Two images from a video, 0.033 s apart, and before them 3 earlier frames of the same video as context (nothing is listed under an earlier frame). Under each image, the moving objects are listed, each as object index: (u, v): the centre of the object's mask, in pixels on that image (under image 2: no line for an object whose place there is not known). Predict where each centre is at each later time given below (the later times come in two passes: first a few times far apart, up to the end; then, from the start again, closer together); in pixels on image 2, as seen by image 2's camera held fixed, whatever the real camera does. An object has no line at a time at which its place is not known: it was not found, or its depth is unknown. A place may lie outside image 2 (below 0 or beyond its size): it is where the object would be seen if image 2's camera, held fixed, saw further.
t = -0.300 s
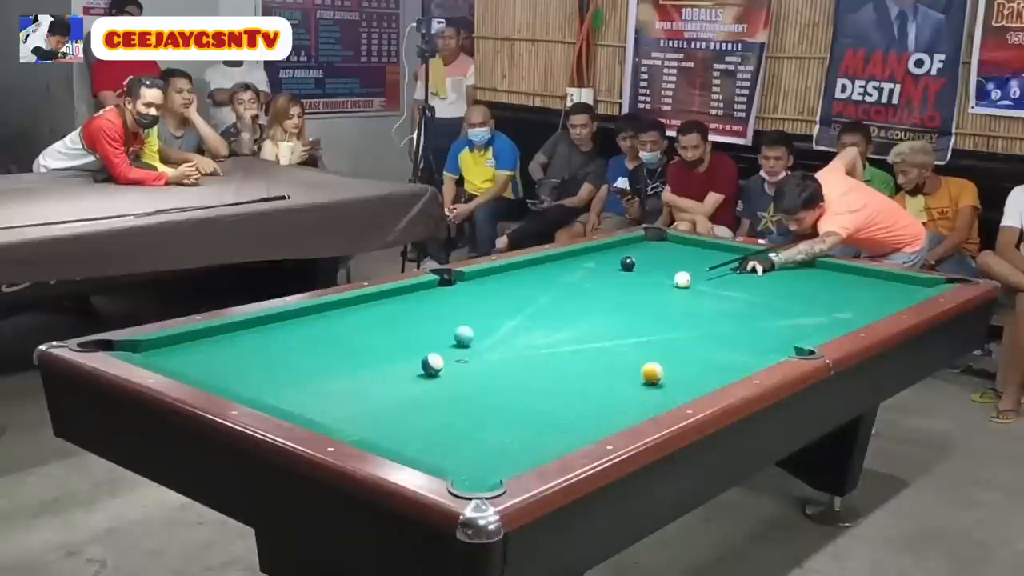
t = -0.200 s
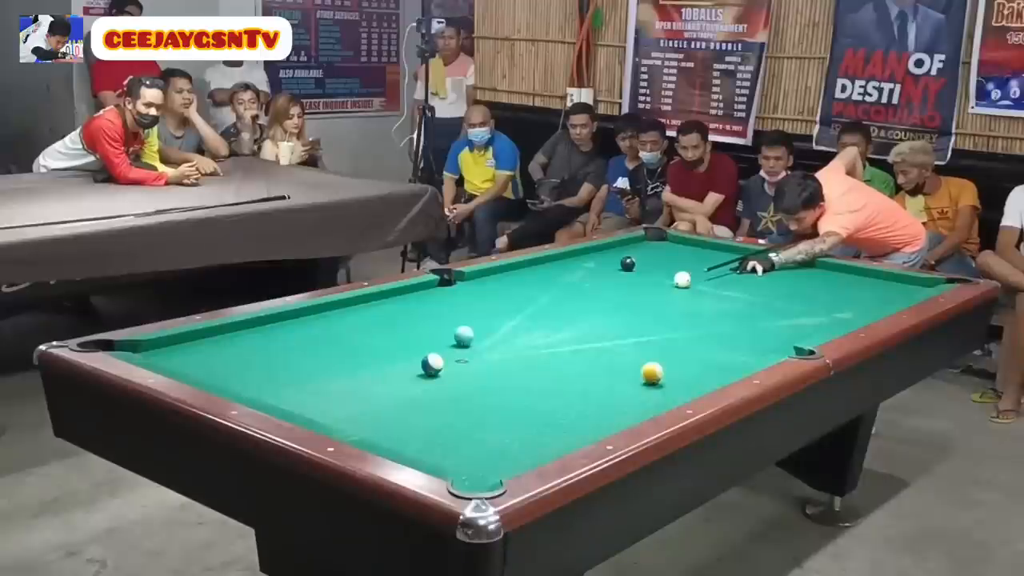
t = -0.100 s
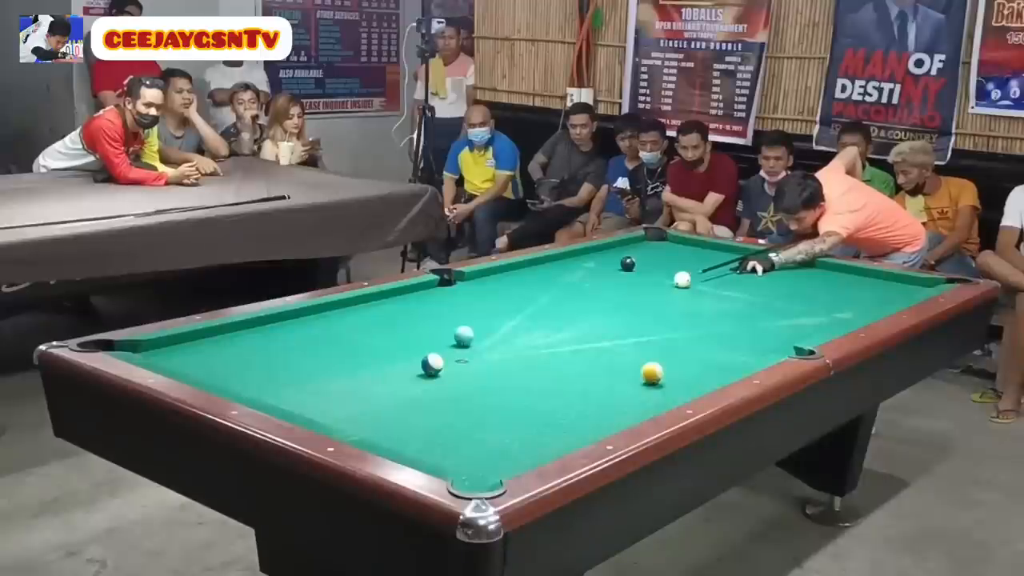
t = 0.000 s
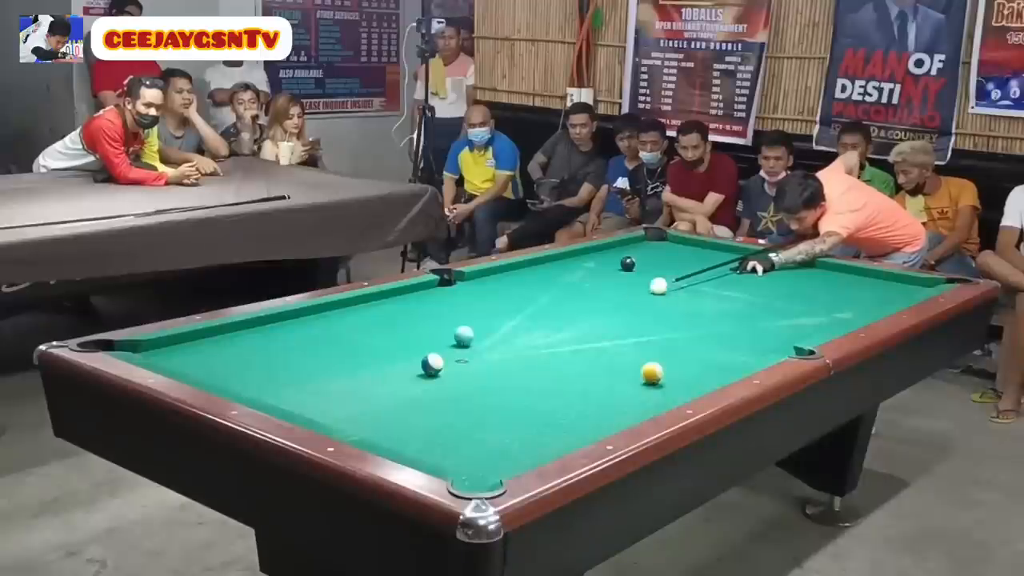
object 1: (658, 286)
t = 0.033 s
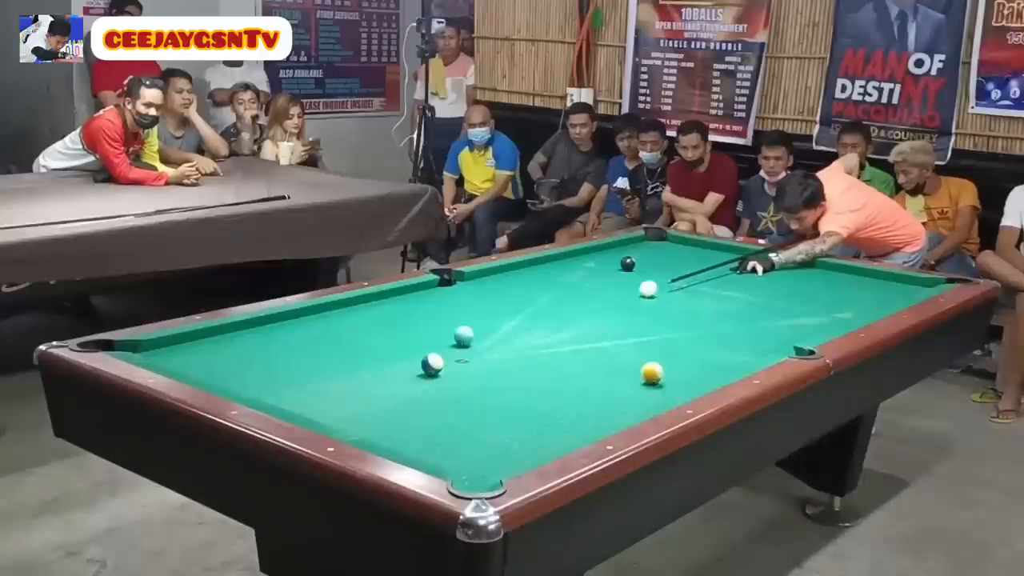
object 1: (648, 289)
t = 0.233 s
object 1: (580, 308)
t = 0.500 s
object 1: (485, 338)
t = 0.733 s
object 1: (476, 365)
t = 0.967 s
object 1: (458, 397)
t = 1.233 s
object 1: (433, 440)
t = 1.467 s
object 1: (468, 455)
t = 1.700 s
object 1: (529, 447)
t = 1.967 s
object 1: (543, 429)
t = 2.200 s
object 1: (552, 413)
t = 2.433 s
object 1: (561, 398)
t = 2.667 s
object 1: (569, 386)
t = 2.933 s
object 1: (576, 373)
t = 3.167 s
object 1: (582, 363)
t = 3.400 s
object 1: (587, 355)
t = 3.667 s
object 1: (593, 346)
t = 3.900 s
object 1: (597, 339)
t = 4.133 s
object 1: (600, 334)
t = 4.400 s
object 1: (604, 328)
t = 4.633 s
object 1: (606, 323)
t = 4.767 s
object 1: (608, 321)
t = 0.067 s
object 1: (637, 292)
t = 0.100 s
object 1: (627, 295)
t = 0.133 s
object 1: (615, 298)
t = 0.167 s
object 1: (604, 301)
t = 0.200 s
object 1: (592, 304)
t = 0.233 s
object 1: (580, 308)
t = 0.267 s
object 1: (568, 311)
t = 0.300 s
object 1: (555, 315)
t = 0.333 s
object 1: (542, 319)
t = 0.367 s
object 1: (529, 322)
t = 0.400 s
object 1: (515, 326)
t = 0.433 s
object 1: (502, 330)
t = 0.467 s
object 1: (487, 334)
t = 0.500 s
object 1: (485, 338)
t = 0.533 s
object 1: (486, 342)
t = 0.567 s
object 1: (486, 345)
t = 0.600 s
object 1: (485, 349)
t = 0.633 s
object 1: (483, 353)
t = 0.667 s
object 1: (481, 357)
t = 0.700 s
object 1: (478, 361)
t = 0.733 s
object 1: (476, 365)
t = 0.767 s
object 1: (474, 369)
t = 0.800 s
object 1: (471, 374)
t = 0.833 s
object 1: (469, 378)
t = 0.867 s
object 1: (466, 383)
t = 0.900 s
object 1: (463, 387)
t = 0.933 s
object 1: (461, 392)
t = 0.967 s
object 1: (458, 397)
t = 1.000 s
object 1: (455, 402)
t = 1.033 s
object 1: (452, 407)
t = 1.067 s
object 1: (449, 412)
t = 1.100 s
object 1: (446, 417)
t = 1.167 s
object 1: (440, 428)
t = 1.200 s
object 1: (436, 434)
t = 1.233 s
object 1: (433, 440)
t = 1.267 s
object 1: (430, 446)
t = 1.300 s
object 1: (427, 449)
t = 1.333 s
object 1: (426, 453)
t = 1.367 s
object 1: (438, 453)
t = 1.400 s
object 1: (448, 455)
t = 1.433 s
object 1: (458, 456)
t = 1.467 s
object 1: (468, 455)
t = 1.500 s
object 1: (479, 455)
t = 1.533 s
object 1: (489, 455)
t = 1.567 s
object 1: (499, 454)
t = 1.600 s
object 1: (508, 452)
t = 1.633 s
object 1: (519, 451)
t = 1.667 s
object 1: (527, 449)
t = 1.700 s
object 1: (529, 447)
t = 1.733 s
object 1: (531, 445)
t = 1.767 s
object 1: (533, 443)
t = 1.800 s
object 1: (535, 441)
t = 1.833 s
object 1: (536, 439)
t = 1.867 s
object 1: (538, 436)
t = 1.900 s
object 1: (540, 434)
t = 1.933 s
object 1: (541, 431)
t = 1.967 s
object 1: (543, 429)
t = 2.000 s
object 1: (544, 426)
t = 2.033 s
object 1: (546, 424)
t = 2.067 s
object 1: (547, 421)
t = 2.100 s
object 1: (549, 419)
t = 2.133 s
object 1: (550, 417)
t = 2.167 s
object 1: (551, 415)
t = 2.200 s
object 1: (552, 413)
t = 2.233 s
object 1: (554, 410)
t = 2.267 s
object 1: (555, 408)
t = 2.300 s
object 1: (556, 406)
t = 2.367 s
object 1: (559, 402)
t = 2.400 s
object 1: (560, 400)
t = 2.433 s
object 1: (561, 398)
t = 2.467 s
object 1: (562, 397)
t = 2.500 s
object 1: (564, 395)
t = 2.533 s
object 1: (564, 393)
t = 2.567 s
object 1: (566, 391)
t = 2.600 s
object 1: (567, 389)
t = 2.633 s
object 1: (568, 388)
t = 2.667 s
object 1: (569, 386)
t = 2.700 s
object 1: (570, 384)
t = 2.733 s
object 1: (571, 382)
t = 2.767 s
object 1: (572, 381)
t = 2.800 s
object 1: (573, 379)
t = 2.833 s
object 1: (573, 378)
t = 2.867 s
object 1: (575, 376)
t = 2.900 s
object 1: (575, 375)
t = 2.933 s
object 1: (576, 373)
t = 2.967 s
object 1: (577, 372)
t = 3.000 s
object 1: (578, 370)
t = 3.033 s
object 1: (579, 369)
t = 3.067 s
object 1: (580, 367)
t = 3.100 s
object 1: (580, 366)
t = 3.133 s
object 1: (581, 365)
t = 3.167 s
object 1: (582, 363)
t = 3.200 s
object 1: (583, 362)
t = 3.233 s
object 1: (584, 361)
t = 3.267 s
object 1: (584, 360)
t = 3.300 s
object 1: (585, 358)
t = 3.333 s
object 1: (586, 357)
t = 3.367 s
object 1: (587, 356)
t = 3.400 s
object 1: (587, 355)
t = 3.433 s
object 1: (588, 354)
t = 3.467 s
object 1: (589, 352)
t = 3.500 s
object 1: (590, 351)
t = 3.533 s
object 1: (590, 350)
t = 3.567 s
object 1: (591, 349)
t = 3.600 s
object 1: (591, 348)
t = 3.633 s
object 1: (592, 347)
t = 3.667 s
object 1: (593, 346)
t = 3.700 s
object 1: (594, 345)
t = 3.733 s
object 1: (594, 344)
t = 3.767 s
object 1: (595, 343)
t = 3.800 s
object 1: (595, 343)
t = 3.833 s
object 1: (596, 341)
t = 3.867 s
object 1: (596, 341)
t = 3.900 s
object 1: (597, 339)
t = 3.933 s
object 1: (597, 339)
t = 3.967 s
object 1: (598, 338)
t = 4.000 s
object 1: (598, 337)
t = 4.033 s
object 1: (599, 336)
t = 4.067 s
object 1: (599, 335)
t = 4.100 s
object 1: (600, 335)
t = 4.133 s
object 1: (600, 334)
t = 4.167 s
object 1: (601, 333)
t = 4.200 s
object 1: (601, 332)
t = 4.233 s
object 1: (601, 331)
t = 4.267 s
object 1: (602, 331)
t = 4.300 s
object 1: (603, 330)
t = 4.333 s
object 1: (603, 329)
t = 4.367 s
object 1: (603, 328)
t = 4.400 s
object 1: (604, 328)
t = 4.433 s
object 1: (604, 327)
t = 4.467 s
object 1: (605, 326)
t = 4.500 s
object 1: (605, 326)
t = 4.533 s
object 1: (605, 325)
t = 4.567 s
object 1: (606, 324)
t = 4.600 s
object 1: (606, 324)
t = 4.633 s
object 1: (606, 323)
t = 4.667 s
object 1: (607, 322)
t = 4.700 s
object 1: (607, 322)
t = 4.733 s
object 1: (607, 321)
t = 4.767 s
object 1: (608, 321)
